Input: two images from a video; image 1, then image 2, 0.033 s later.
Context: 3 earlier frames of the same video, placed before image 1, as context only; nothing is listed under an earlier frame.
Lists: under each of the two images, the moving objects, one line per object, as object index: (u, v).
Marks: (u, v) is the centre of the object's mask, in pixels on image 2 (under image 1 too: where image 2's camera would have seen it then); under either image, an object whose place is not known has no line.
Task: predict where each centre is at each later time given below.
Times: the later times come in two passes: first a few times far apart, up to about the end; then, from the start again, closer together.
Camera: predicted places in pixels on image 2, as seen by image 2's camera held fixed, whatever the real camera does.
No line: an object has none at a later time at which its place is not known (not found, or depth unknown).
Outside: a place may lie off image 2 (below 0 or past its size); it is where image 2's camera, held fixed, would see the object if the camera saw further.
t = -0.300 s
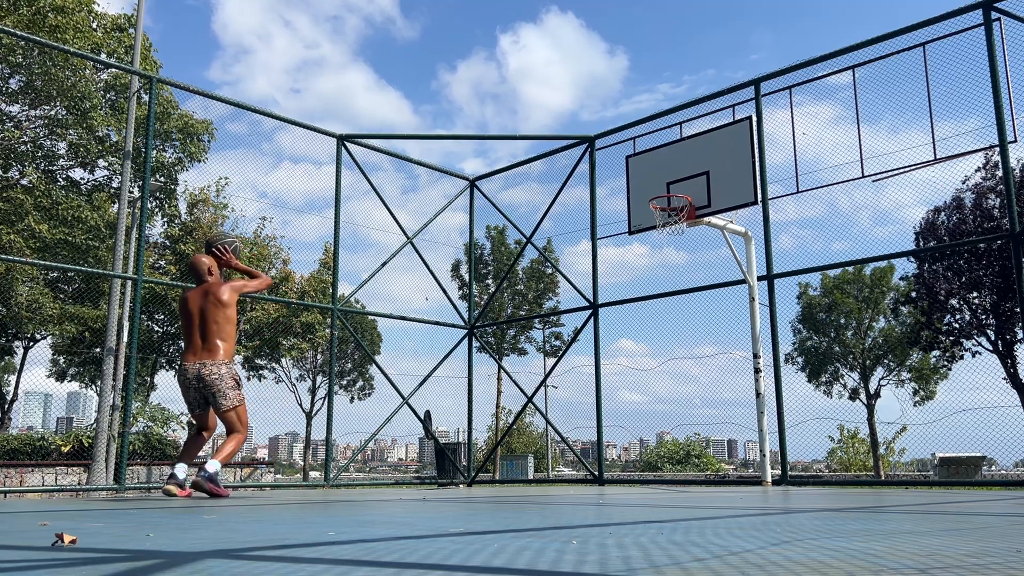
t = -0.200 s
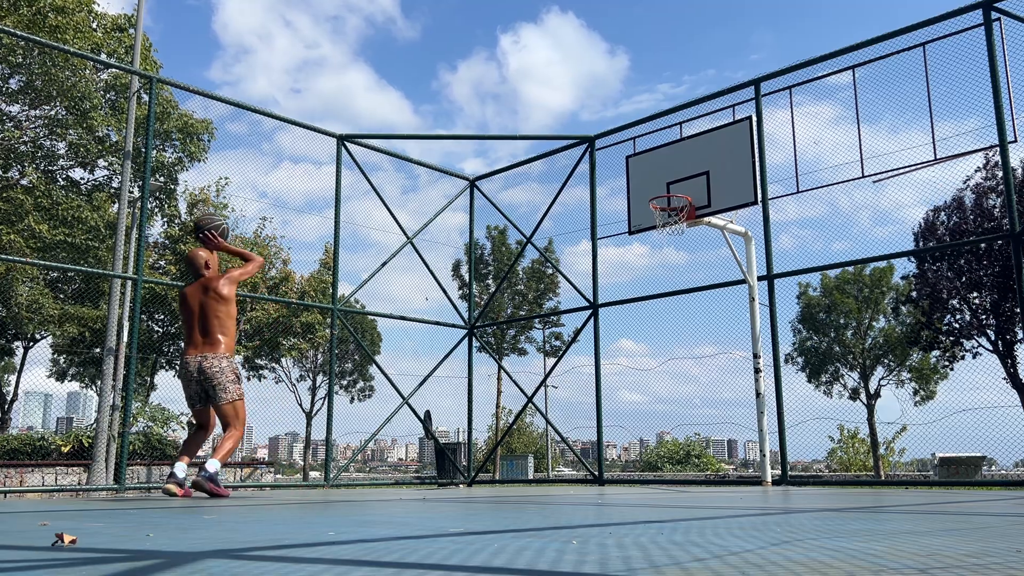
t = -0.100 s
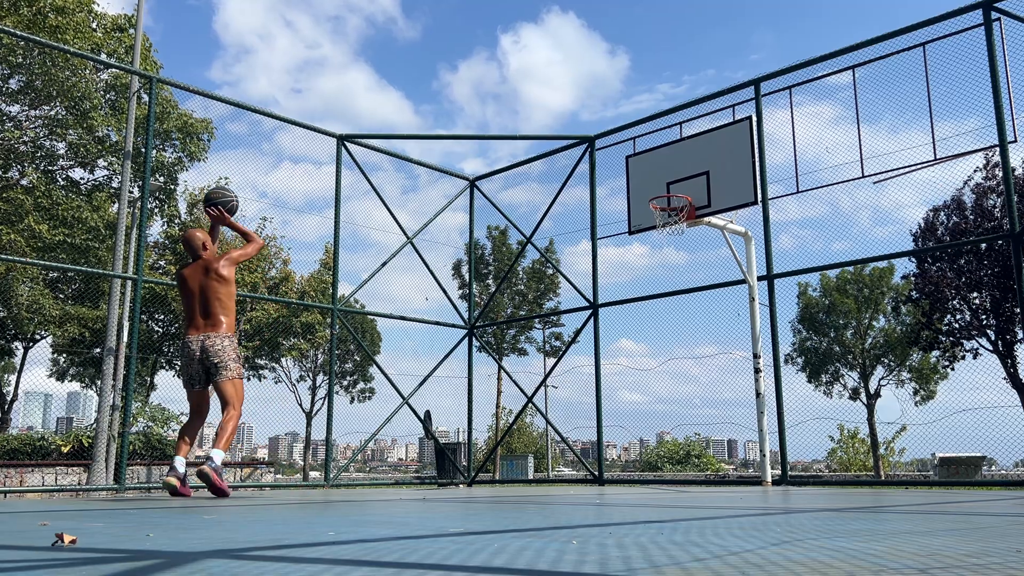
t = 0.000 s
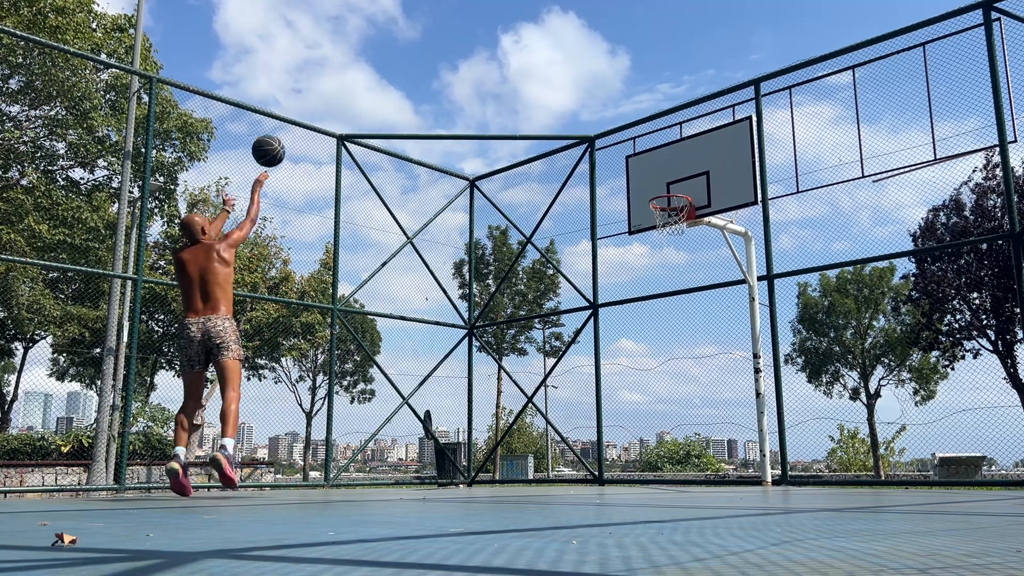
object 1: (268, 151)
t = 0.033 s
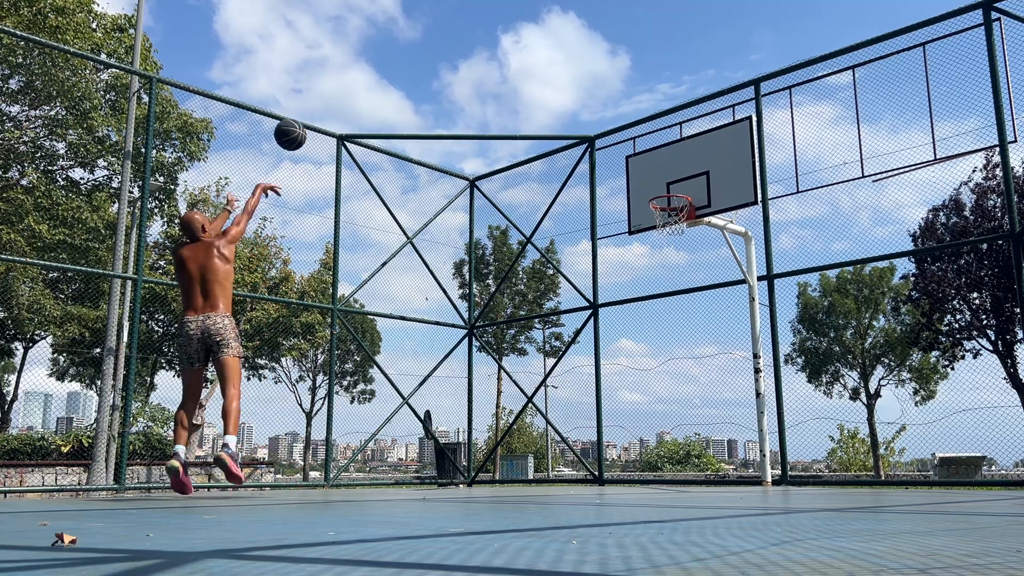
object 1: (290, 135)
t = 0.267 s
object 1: (418, 69)
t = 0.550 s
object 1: (534, 71)
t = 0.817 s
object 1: (621, 129)
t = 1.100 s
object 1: (675, 232)
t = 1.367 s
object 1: (650, 348)
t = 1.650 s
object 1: (626, 444)
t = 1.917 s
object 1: (586, 344)
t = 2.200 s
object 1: (547, 302)
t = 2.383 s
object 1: (523, 307)
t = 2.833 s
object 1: (464, 436)
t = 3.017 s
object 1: (441, 437)
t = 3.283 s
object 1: (413, 370)
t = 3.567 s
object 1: (383, 358)
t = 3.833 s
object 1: (352, 405)
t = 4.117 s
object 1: (319, 457)
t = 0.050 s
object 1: (300, 127)
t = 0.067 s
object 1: (311, 120)
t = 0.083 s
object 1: (321, 114)
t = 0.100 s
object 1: (331, 108)
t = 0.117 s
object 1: (340, 103)
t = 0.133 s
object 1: (350, 97)
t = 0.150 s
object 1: (359, 93)
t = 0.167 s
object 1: (368, 88)
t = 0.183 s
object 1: (377, 84)
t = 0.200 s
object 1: (385, 81)
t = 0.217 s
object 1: (394, 77)
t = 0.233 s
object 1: (402, 74)
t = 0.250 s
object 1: (410, 72)
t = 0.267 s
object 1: (418, 69)
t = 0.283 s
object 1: (425, 67)
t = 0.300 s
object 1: (433, 66)
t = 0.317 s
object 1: (441, 64)
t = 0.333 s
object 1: (448, 63)
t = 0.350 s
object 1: (455, 62)
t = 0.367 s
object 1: (462, 62)
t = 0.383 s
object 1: (469, 61)
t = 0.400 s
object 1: (476, 61)
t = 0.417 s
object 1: (483, 61)
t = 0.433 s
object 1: (490, 62)
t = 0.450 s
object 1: (496, 62)
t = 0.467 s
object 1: (503, 63)
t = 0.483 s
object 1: (509, 64)
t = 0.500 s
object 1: (515, 66)
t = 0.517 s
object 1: (521, 67)
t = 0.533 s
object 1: (528, 69)
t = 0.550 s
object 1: (534, 71)
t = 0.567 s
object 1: (540, 73)
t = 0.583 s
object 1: (545, 76)
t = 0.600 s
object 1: (551, 78)
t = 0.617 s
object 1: (557, 81)
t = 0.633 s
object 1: (563, 84)
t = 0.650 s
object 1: (568, 87)
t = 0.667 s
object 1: (573, 91)
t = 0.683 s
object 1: (579, 94)
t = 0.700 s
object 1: (584, 98)
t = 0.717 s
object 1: (590, 102)
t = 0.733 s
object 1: (595, 106)
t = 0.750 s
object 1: (600, 110)
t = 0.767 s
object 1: (605, 115)
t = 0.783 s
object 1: (610, 119)
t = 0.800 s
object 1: (615, 124)
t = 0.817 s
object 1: (621, 129)
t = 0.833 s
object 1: (625, 135)
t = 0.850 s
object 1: (630, 140)
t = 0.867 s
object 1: (635, 145)
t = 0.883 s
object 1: (640, 151)
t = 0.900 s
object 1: (645, 157)
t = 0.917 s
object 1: (650, 163)
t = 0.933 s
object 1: (655, 169)
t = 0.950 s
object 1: (659, 176)
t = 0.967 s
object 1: (664, 182)
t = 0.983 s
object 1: (669, 187)
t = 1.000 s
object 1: (673, 195)
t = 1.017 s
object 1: (677, 205)
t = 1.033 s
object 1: (678, 207)
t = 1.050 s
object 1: (677, 211)
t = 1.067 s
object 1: (677, 227)
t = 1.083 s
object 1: (677, 230)
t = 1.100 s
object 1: (675, 232)
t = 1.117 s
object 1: (673, 238)
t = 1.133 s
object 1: (671, 244)
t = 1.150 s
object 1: (670, 250)
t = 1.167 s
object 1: (668, 257)
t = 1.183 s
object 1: (666, 263)
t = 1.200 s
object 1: (665, 270)
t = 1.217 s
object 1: (663, 277)
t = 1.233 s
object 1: (662, 284)
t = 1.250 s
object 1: (660, 292)
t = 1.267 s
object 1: (659, 299)
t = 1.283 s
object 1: (657, 306)
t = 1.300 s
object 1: (656, 314)
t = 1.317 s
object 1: (655, 323)
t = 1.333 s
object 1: (653, 331)
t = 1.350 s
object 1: (652, 340)
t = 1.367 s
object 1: (650, 348)
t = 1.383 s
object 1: (650, 357)
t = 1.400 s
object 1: (648, 366)
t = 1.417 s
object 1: (647, 375)
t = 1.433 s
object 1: (646, 385)
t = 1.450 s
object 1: (645, 394)
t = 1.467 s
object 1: (644, 404)
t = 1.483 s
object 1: (643, 415)
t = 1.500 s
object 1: (642, 425)
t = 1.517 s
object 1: (641, 436)
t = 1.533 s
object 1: (640, 446)
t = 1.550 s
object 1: (639, 458)
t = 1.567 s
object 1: (638, 469)
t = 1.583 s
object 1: (637, 478)
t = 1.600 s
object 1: (634, 470)
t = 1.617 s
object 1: (632, 461)
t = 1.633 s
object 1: (629, 452)
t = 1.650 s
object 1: (626, 444)
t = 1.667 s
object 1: (624, 435)
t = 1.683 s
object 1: (621, 428)
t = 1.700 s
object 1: (618, 420)
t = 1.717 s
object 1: (616, 413)
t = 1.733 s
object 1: (613, 405)
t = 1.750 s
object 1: (611, 399)
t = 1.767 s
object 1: (608, 392)
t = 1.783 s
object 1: (606, 386)
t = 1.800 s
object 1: (603, 380)
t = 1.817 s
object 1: (601, 374)
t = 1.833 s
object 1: (598, 369)
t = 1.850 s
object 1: (596, 363)
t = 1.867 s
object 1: (593, 358)
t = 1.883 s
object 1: (590, 353)
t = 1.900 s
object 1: (588, 349)
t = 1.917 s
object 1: (586, 344)
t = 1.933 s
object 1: (583, 340)
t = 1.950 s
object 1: (581, 336)
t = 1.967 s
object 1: (579, 333)
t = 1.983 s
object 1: (576, 329)
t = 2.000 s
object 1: (574, 325)
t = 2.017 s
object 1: (572, 323)
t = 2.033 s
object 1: (570, 320)
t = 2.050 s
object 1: (567, 317)
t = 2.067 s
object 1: (565, 315)
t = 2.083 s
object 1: (563, 312)
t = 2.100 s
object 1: (561, 310)
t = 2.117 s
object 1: (559, 309)
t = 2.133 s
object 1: (556, 307)
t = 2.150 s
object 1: (554, 306)
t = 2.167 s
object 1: (552, 305)
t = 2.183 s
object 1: (550, 303)
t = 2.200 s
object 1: (547, 302)
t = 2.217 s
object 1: (546, 302)
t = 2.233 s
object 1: (542, 302)
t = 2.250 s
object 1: (540, 303)
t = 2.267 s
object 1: (538, 303)
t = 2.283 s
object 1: (537, 303)
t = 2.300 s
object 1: (534, 303)
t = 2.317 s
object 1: (530, 303)
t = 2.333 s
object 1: (529, 305)
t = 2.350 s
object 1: (528, 306)
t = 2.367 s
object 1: (524, 307)
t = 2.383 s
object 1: (523, 307)
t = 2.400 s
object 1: (520, 311)
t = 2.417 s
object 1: (518, 314)
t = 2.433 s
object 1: (517, 315)
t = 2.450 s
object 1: (515, 317)
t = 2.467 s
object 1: (512, 320)
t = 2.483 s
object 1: (511, 324)
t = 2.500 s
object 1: (508, 327)
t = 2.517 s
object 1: (505, 331)
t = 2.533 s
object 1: (503, 334)
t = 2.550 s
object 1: (502, 337)
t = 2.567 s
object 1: (500, 342)
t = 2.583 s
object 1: (497, 346)
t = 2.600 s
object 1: (495, 350)
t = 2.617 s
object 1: (493, 355)
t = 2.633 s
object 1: (491, 360)
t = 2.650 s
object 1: (489, 365)
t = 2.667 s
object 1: (487, 370)
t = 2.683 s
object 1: (485, 376)
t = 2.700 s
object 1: (482, 382)
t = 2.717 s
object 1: (480, 387)
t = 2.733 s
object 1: (478, 394)
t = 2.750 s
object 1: (476, 401)
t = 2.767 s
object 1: (474, 407)
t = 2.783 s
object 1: (471, 414)
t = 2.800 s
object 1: (469, 422)
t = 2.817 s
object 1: (467, 429)
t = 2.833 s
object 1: (464, 436)
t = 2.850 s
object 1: (462, 443)
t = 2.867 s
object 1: (461, 452)
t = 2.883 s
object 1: (460, 460)
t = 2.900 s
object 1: (456, 469)
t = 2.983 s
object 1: (446, 450)
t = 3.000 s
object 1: (445, 444)
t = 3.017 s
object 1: (441, 437)
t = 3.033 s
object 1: (440, 433)
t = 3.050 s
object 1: (439, 427)
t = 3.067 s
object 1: (438, 422)
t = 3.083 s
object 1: (435, 416)
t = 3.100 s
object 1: (433, 411)
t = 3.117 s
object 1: (431, 406)
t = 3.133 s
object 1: (429, 401)
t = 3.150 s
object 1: (428, 397)
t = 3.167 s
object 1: (426, 393)
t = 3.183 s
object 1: (424, 389)
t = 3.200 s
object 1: (422, 385)
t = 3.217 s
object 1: (420, 382)
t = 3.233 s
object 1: (419, 378)
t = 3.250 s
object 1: (417, 376)
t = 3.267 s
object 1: (415, 372)
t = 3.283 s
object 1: (413, 370)
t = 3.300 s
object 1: (412, 367)
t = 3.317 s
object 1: (410, 365)
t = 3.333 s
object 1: (408, 363)
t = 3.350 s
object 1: (407, 361)
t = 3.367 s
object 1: (405, 360)
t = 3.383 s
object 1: (403, 358)
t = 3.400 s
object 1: (401, 358)
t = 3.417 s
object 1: (399, 356)
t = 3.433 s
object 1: (398, 356)
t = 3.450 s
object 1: (396, 355)
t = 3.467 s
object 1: (394, 355)
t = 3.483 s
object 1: (392, 355)
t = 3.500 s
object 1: (390, 355)
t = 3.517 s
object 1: (388, 355)
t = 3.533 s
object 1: (387, 356)
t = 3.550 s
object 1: (385, 357)
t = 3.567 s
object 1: (383, 358)
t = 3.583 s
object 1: (381, 359)
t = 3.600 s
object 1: (379, 361)
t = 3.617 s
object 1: (377, 363)
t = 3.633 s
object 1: (375, 364)
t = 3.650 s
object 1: (374, 366)
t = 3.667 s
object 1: (371, 368)
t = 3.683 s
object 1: (370, 371)
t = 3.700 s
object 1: (368, 373)
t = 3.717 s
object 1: (366, 377)
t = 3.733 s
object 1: (365, 381)
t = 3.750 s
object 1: (363, 385)
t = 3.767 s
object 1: (360, 387)
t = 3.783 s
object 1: (357, 391)
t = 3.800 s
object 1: (356, 395)
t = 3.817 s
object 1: (354, 399)
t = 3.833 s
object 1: (352, 405)
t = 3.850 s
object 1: (350, 409)
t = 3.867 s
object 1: (349, 414)
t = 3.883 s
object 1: (347, 419)
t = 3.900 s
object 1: (344, 424)
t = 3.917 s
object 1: (343, 430)
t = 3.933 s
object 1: (341, 436)
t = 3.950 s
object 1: (339, 442)
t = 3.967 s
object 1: (337, 449)
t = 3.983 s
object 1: (335, 455)
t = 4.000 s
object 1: (333, 463)
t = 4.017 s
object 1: (330, 469)
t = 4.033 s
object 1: (328, 476)
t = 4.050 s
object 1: (326, 481)
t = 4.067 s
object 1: (325, 474)
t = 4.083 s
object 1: (322, 468)
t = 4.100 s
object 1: (320, 462)
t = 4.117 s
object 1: (319, 457)
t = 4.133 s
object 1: (317, 452)
